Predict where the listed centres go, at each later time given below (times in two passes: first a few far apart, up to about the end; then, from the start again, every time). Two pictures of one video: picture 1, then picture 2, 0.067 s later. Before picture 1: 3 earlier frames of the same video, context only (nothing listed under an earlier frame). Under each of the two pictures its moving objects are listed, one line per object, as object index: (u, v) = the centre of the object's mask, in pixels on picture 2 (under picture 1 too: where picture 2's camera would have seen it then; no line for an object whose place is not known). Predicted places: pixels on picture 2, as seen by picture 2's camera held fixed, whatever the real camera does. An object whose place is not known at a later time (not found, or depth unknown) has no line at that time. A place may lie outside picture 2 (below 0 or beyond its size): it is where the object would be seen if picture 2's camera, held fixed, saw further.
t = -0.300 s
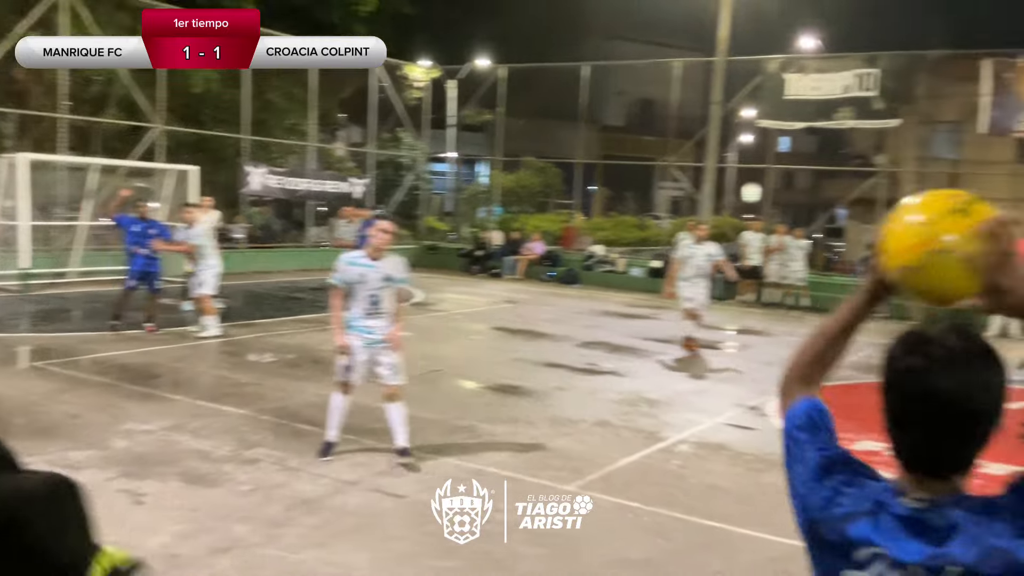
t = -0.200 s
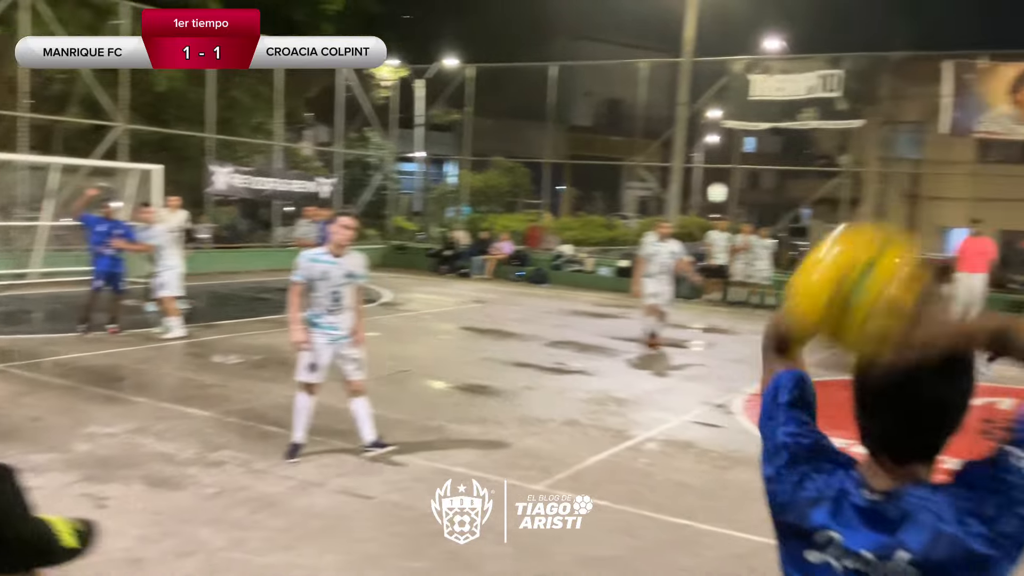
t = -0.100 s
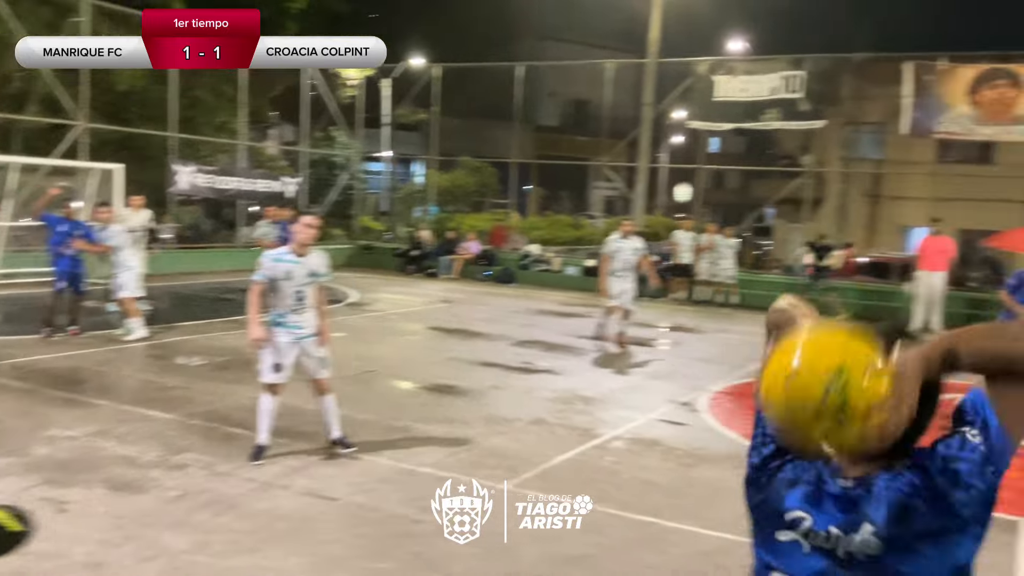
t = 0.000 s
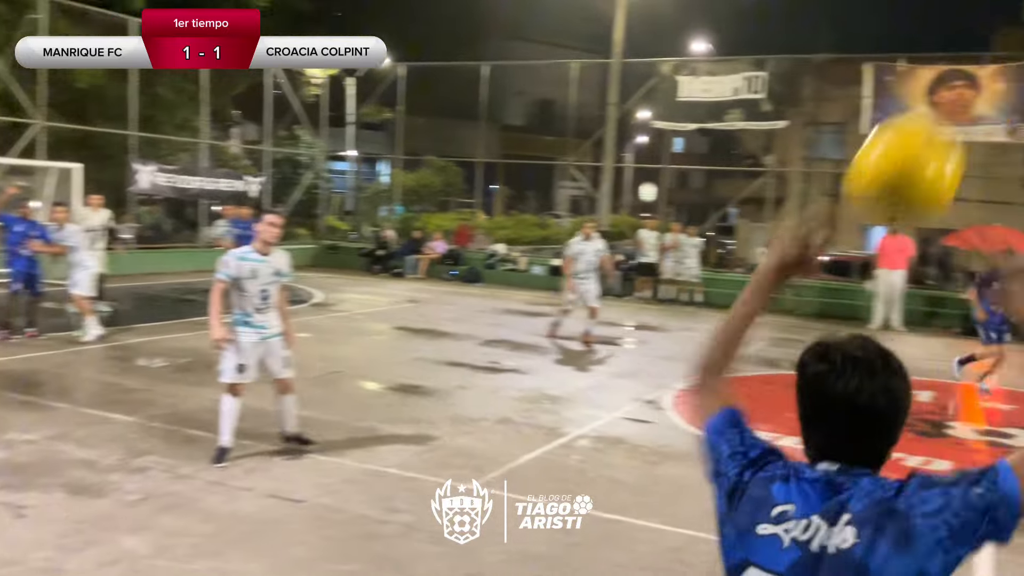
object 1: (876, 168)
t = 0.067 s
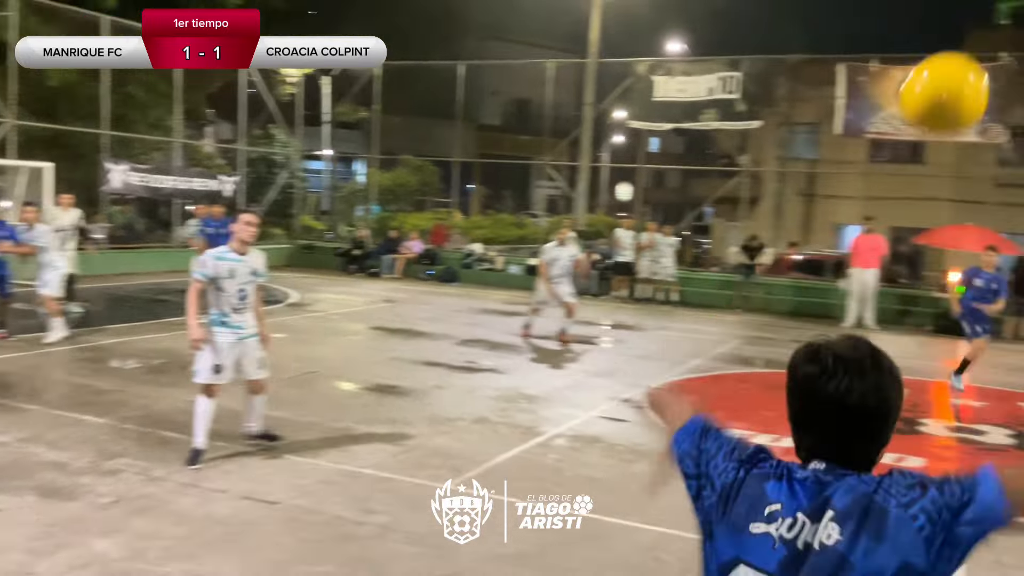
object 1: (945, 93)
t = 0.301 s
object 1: (1050, 56)
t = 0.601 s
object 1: (1084, 159)
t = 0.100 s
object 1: (970, 74)
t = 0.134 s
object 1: (990, 60)
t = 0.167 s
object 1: (1006, 52)
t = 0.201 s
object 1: (1019, 48)
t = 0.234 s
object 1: (1032, 47)
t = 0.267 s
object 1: (1041, 50)
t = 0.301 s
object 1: (1050, 56)
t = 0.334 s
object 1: (1056, 64)
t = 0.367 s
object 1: (1062, 72)
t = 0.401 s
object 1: (1066, 82)
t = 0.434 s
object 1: (1070, 93)
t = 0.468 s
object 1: (1073, 104)
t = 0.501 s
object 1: (1077, 117)
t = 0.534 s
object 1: (1081, 130)
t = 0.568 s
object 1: (1083, 145)
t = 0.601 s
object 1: (1084, 159)
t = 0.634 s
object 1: (1086, 175)
